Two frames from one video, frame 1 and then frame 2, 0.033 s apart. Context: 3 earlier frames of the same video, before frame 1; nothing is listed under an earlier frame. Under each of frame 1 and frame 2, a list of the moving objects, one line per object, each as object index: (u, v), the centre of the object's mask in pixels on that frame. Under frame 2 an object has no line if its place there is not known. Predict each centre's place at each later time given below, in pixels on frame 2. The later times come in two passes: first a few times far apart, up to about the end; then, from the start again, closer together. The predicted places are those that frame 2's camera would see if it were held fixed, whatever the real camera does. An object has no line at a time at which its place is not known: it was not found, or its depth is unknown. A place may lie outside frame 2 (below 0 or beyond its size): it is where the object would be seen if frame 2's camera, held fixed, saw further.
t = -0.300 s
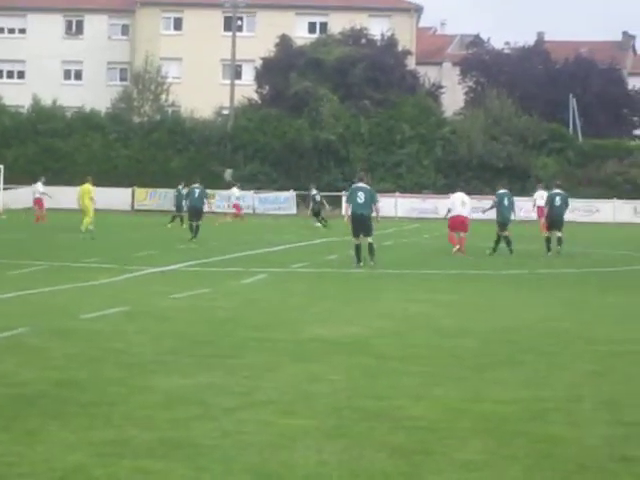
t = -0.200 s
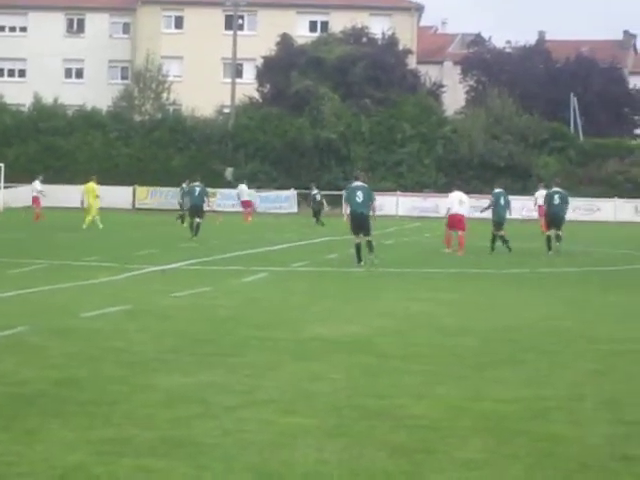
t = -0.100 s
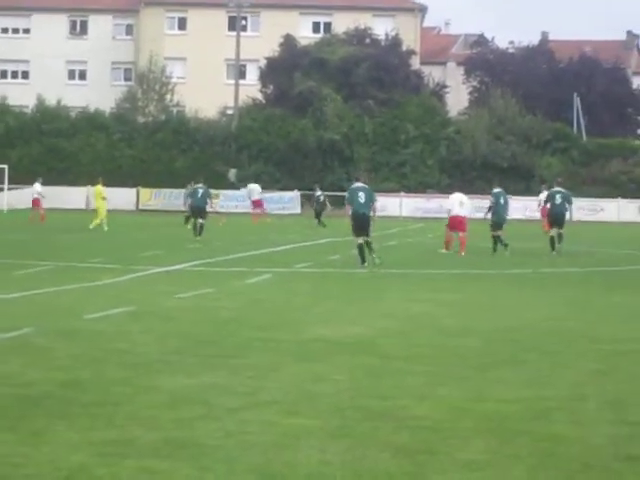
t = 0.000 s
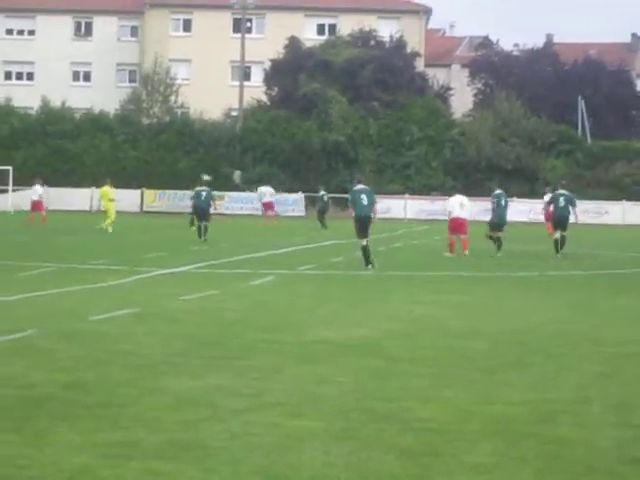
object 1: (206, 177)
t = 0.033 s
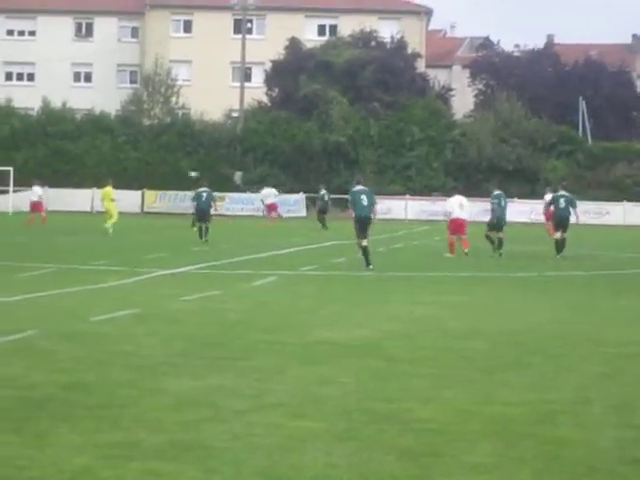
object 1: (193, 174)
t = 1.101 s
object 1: (-193, 155)
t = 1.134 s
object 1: (-204, 157)
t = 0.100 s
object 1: (165, 166)
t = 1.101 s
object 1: (-193, 155)
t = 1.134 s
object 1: (-204, 157)
